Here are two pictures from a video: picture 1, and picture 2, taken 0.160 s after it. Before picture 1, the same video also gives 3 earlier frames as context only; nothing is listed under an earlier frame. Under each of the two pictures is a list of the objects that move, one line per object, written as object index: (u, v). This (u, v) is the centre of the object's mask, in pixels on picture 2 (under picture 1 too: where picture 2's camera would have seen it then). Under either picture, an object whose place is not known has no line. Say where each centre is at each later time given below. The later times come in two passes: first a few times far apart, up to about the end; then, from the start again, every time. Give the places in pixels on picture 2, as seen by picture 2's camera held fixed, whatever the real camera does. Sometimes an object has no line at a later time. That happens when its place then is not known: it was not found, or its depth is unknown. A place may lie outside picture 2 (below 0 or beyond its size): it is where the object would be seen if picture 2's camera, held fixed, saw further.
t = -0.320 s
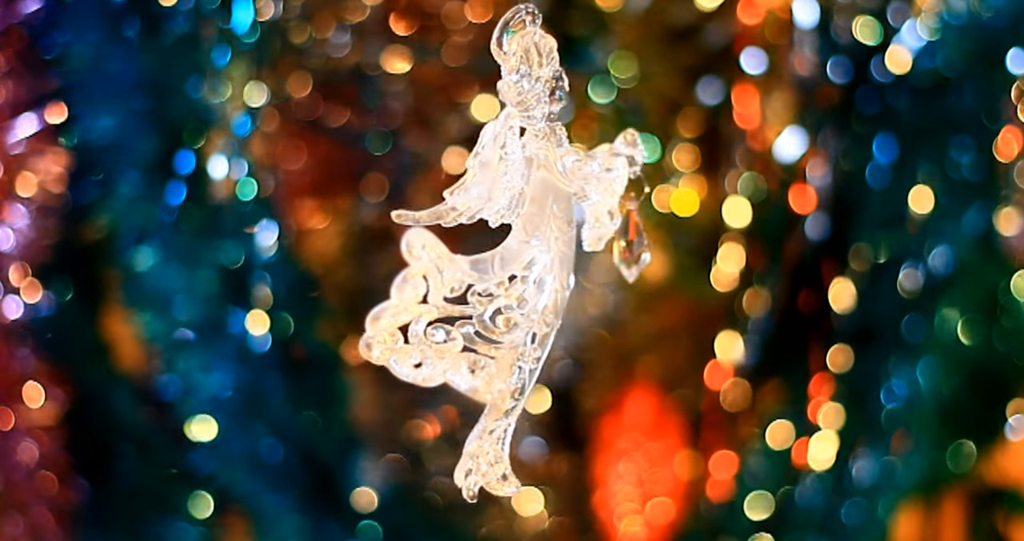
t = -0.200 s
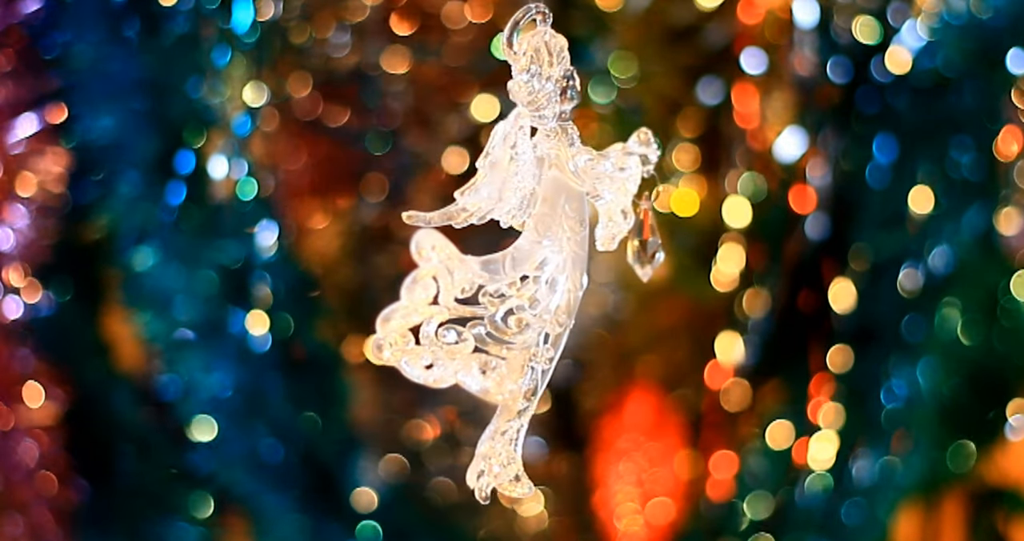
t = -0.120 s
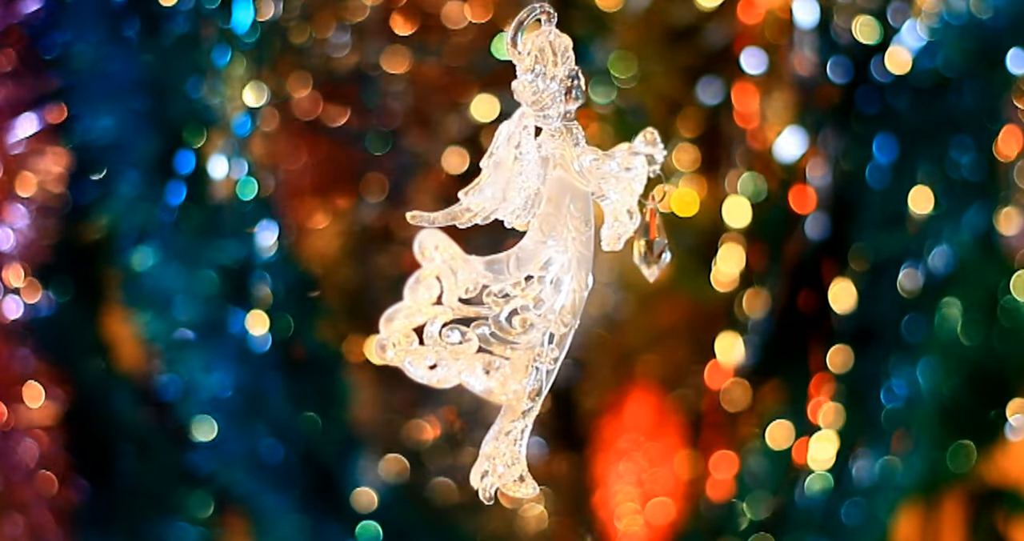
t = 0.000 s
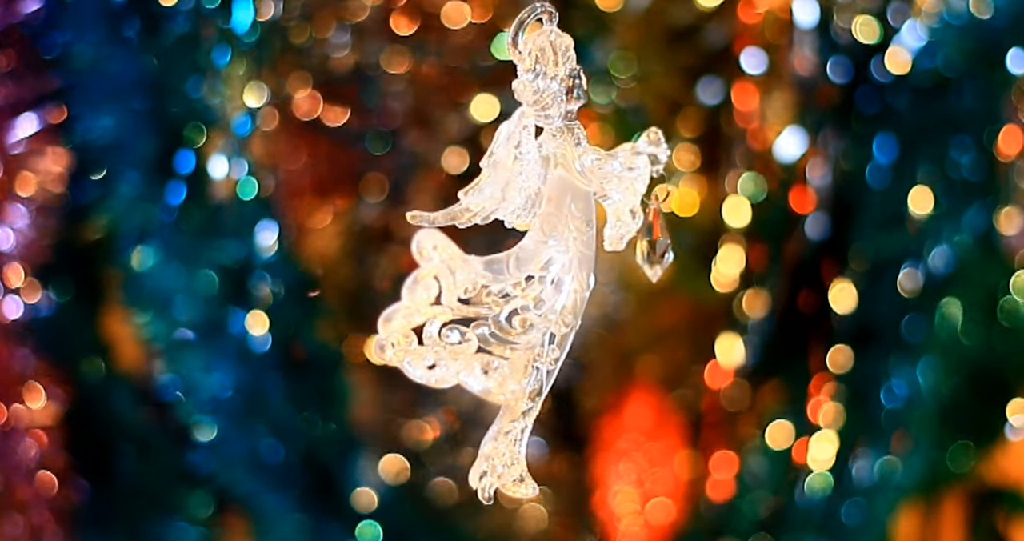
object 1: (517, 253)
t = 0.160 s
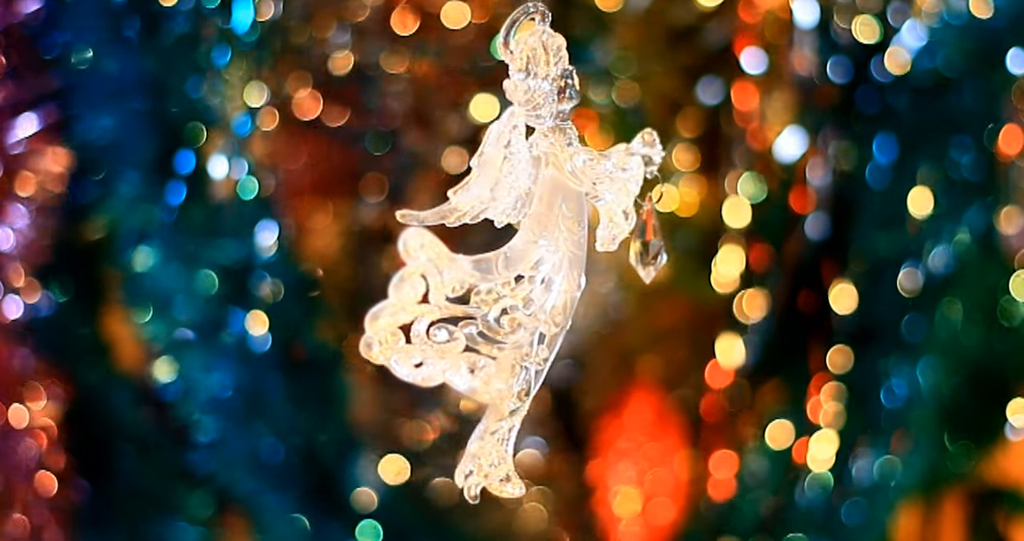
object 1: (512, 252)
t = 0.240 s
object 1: (505, 251)
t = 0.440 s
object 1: (481, 252)
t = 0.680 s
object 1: (475, 252)
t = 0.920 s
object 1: (479, 251)
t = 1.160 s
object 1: (483, 251)
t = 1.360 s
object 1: (488, 251)
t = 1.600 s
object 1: (506, 251)
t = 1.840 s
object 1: (519, 251)
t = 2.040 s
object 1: (515, 251)
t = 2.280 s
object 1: (486, 250)
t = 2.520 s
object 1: (466, 248)
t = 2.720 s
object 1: (469, 248)
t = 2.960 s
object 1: (490, 249)
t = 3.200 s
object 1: (514, 248)
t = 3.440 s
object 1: (513, 248)
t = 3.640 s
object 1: (506, 248)
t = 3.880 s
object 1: (502, 248)
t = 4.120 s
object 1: (496, 247)
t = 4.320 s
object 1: (486, 246)
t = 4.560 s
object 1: (479, 245)
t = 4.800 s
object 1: (492, 245)
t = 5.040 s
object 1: (518, 246)
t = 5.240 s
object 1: (527, 246)
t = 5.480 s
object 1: (514, 246)
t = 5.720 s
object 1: (485, 245)
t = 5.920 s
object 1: (483, 244)
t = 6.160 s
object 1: (488, 244)
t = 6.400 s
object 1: (496, 245)
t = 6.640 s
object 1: (501, 246)
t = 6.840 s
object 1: (507, 246)
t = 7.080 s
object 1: (518, 246)
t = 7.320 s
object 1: (517, 246)
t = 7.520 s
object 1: (500, 246)
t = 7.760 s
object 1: (479, 244)
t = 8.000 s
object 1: (478, 244)
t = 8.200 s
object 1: (489, 246)
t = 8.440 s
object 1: (515, 247)
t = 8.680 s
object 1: (517, 248)
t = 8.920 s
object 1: (507, 247)
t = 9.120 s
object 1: (499, 247)
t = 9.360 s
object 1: (494, 247)
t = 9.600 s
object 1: (482, 247)
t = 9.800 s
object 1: (482, 247)
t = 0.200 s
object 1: (504, 252)
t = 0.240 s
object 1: (505, 251)
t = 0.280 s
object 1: (496, 252)
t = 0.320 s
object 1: (492, 252)
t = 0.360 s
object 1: (488, 252)
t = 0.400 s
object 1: (484, 252)
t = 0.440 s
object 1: (481, 252)
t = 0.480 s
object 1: (480, 252)
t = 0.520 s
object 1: (478, 252)
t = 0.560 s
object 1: (476, 252)
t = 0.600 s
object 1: (475, 252)
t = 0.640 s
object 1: (475, 252)
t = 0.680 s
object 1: (475, 252)
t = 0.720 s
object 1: (475, 252)
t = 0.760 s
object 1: (475, 252)
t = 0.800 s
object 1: (476, 252)
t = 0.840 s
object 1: (477, 252)
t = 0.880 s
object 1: (478, 252)
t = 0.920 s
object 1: (479, 251)
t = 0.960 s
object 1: (480, 251)
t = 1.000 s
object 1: (486, 250)
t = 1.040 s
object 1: (487, 250)
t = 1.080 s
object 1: (482, 251)
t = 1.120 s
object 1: (488, 250)
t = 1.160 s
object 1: (483, 251)
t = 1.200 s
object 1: (484, 251)
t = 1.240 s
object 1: (485, 251)
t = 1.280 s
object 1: (491, 251)
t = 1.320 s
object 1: (487, 251)
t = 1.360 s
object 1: (488, 251)
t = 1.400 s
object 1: (489, 251)
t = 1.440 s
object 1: (497, 251)
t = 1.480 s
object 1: (499, 251)
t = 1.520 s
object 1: (501, 250)
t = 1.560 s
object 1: (504, 250)
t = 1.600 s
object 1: (506, 251)
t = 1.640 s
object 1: (509, 251)
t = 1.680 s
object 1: (506, 251)
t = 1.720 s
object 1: (513, 251)
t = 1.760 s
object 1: (515, 250)
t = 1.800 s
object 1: (517, 250)
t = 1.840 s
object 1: (519, 251)
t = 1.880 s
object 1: (519, 251)
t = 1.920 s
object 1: (519, 251)
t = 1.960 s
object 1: (519, 251)
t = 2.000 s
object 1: (518, 250)
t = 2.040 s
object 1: (515, 251)
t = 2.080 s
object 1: (507, 251)
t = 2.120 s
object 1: (508, 250)
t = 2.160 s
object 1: (499, 251)
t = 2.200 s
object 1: (501, 250)
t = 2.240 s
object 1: (491, 249)
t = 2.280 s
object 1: (486, 250)
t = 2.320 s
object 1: (483, 249)
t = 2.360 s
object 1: (478, 249)
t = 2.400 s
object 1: (474, 249)
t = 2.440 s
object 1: (471, 248)
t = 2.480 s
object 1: (468, 248)
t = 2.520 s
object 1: (466, 248)
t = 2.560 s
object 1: (465, 248)
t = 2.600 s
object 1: (465, 248)
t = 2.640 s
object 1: (466, 248)
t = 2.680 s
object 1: (467, 248)
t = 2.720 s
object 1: (469, 248)
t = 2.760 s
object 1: (472, 248)
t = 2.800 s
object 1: (481, 248)
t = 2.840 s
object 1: (484, 248)
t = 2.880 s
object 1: (488, 248)
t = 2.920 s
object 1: (492, 248)
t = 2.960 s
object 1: (490, 249)
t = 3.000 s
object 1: (494, 249)
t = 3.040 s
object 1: (498, 249)
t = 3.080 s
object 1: (502, 249)
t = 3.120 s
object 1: (510, 248)
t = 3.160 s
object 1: (512, 249)
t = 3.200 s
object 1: (514, 248)
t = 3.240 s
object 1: (515, 248)
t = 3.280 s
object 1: (515, 248)
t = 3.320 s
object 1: (515, 248)
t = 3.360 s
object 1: (514, 248)
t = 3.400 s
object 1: (514, 248)
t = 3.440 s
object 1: (513, 248)
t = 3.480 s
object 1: (511, 248)
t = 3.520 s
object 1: (510, 248)
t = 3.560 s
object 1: (509, 248)
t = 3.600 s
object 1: (508, 248)
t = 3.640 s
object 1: (506, 248)
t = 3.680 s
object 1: (505, 248)
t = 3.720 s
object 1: (505, 248)
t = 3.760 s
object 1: (504, 248)
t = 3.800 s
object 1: (503, 248)
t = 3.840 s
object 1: (502, 248)
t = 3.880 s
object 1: (502, 248)
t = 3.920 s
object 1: (501, 248)
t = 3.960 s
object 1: (501, 248)
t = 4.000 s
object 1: (499, 248)
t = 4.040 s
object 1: (498, 248)
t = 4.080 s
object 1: (497, 247)
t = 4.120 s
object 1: (496, 247)
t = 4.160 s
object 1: (494, 247)
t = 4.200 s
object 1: (492, 246)
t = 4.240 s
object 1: (490, 246)
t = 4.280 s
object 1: (488, 246)
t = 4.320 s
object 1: (486, 246)
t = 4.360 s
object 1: (484, 246)
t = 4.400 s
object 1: (482, 245)
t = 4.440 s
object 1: (481, 245)
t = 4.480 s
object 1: (480, 245)
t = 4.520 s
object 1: (479, 245)
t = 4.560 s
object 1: (479, 245)
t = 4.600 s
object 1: (480, 245)
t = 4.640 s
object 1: (481, 245)
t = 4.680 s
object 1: (482, 245)
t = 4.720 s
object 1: (485, 245)
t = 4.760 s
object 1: (488, 246)
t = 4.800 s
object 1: (492, 245)
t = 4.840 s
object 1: (496, 245)
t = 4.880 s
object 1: (500, 246)
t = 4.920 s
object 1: (505, 246)
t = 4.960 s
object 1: (509, 246)
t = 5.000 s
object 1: (514, 246)
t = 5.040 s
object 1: (518, 246)
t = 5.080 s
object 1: (520, 246)
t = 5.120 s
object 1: (523, 246)
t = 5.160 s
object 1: (525, 246)
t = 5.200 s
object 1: (527, 246)
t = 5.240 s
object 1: (527, 246)
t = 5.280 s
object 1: (527, 246)
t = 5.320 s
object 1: (525, 246)
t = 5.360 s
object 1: (524, 246)
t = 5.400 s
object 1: (521, 246)
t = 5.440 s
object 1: (518, 246)
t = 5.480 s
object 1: (514, 246)
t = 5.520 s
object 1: (511, 246)
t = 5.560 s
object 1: (501, 246)
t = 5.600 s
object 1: (496, 246)
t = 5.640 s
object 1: (492, 245)
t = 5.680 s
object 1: (489, 245)
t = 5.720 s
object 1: (485, 245)
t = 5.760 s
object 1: (489, 244)
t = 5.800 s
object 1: (486, 245)
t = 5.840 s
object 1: (485, 244)
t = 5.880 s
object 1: (483, 244)
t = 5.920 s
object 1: (483, 244)
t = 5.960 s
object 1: (483, 244)
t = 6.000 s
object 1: (484, 244)
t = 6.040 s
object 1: (485, 244)
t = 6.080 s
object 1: (486, 244)
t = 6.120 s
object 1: (487, 244)
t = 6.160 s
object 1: (488, 244)
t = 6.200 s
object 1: (490, 245)
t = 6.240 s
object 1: (492, 245)
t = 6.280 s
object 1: (493, 245)
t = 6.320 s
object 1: (494, 245)
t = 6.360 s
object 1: (495, 245)
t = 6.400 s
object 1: (496, 245)
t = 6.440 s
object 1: (497, 246)
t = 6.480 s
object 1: (498, 246)
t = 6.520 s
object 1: (499, 246)
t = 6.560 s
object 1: (500, 246)
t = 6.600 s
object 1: (500, 246)
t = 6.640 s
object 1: (501, 246)
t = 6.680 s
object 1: (502, 246)
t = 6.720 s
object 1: (497, 246)
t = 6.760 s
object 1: (499, 246)
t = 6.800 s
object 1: (506, 246)
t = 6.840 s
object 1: (507, 246)
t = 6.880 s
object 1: (509, 246)
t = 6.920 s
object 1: (511, 246)
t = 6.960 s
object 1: (513, 246)
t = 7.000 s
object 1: (515, 246)
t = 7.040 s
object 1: (517, 246)
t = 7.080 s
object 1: (518, 246)
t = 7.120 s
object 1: (518, 246)
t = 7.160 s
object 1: (518, 246)
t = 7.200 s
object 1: (518, 246)
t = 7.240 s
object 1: (518, 246)
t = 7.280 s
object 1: (518, 246)
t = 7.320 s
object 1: (517, 246)
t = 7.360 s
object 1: (515, 246)
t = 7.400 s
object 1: (512, 246)
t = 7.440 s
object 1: (509, 246)
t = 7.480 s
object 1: (499, 246)
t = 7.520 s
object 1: (500, 246)
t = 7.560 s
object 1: (491, 245)
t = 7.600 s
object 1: (487, 245)
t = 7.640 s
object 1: (489, 245)
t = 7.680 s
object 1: (485, 245)
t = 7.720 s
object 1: (482, 244)
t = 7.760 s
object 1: (479, 244)
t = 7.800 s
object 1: (477, 244)
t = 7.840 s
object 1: (470, 244)
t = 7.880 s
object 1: (475, 244)
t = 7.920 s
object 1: (469, 244)
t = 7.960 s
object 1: (476, 244)
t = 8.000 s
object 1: (478, 244)
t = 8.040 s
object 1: (480, 244)
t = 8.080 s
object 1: (483, 245)
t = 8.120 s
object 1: (487, 245)
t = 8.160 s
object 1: (485, 246)
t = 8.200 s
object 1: (489, 246)
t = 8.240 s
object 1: (498, 247)
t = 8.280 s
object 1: (496, 247)
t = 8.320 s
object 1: (506, 247)
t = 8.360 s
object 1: (509, 247)
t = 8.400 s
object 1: (513, 247)
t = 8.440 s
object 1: (515, 247)
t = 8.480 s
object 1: (517, 247)
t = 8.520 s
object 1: (518, 247)
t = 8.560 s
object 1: (518, 247)
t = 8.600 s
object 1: (518, 247)
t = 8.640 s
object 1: (518, 248)
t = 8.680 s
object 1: (517, 248)
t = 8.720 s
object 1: (515, 248)
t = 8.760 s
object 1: (514, 248)
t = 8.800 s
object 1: (512, 248)
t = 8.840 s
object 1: (511, 248)
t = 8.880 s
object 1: (509, 248)
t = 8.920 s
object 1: (507, 247)
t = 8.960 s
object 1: (505, 247)
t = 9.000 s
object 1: (503, 247)
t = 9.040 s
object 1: (502, 247)
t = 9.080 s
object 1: (500, 247)
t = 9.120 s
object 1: (499, 247)
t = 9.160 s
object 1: (498, 247)
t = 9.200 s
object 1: (498, 247)
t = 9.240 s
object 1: (496, 247)
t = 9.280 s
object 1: (495, 247)
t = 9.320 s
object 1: (495, 247)
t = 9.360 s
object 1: (494, 247)
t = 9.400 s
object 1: (493, 247)
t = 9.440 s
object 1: (492, 247)
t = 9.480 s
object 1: (491, 247)
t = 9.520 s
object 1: (485, 247)
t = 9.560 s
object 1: (484, 247)
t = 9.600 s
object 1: (482, 247)
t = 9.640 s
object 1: (481, 247)
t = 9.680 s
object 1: (479, 247)
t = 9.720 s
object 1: (484, 246)
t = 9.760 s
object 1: (483, 247)
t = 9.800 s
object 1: (482, 247)
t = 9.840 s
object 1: (482, 247)
